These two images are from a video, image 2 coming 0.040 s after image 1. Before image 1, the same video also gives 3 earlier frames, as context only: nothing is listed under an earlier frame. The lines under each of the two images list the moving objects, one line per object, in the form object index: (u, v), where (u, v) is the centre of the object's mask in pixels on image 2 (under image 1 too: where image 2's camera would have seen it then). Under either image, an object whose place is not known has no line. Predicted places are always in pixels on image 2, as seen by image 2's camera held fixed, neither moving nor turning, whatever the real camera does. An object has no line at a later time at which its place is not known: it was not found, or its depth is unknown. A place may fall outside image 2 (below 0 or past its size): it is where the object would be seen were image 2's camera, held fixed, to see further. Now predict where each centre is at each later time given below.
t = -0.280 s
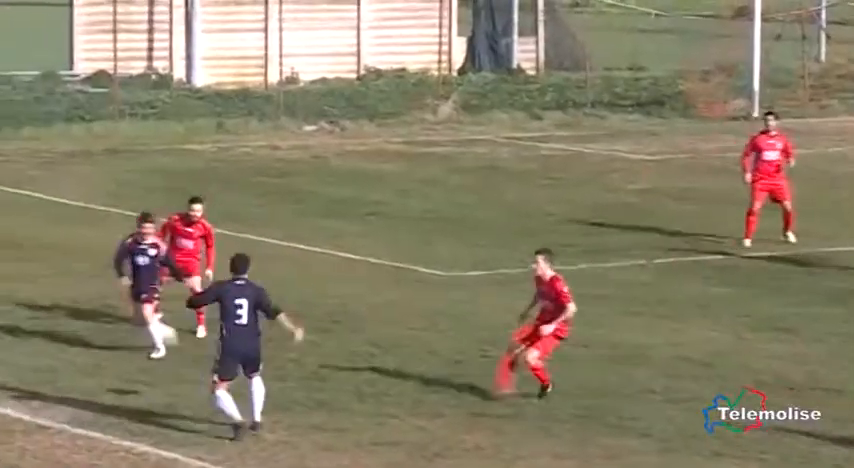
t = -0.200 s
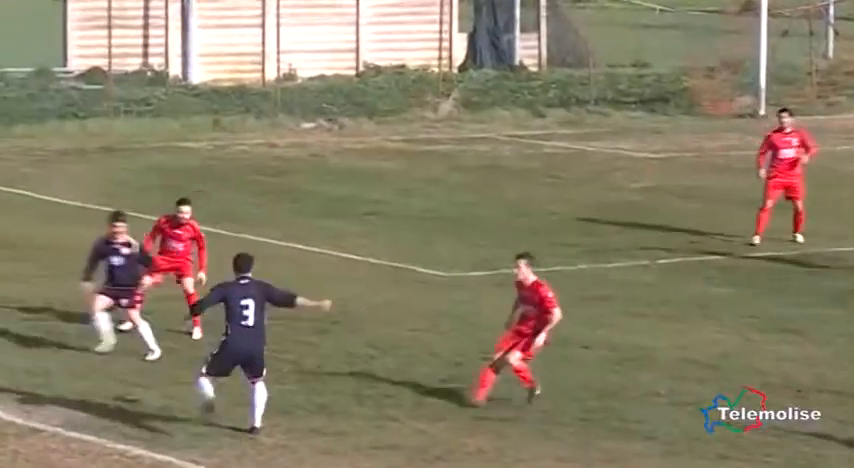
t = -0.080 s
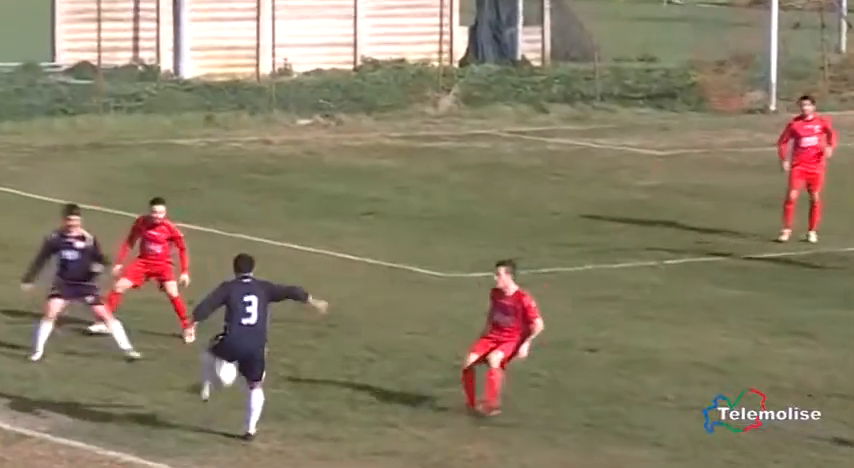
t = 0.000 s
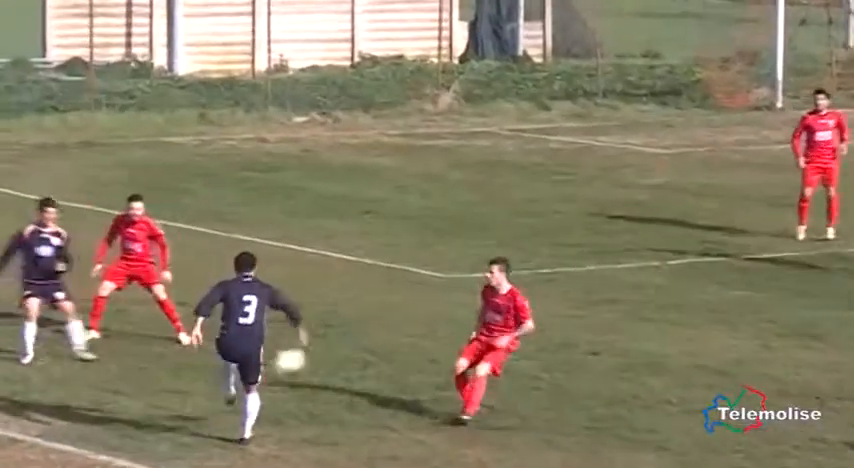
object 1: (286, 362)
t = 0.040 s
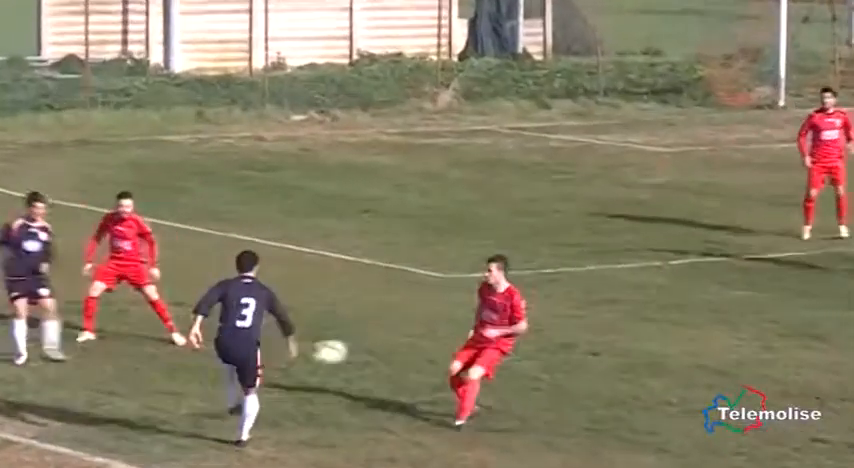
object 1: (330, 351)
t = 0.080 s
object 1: (373, 345)
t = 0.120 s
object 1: (413, 338)
